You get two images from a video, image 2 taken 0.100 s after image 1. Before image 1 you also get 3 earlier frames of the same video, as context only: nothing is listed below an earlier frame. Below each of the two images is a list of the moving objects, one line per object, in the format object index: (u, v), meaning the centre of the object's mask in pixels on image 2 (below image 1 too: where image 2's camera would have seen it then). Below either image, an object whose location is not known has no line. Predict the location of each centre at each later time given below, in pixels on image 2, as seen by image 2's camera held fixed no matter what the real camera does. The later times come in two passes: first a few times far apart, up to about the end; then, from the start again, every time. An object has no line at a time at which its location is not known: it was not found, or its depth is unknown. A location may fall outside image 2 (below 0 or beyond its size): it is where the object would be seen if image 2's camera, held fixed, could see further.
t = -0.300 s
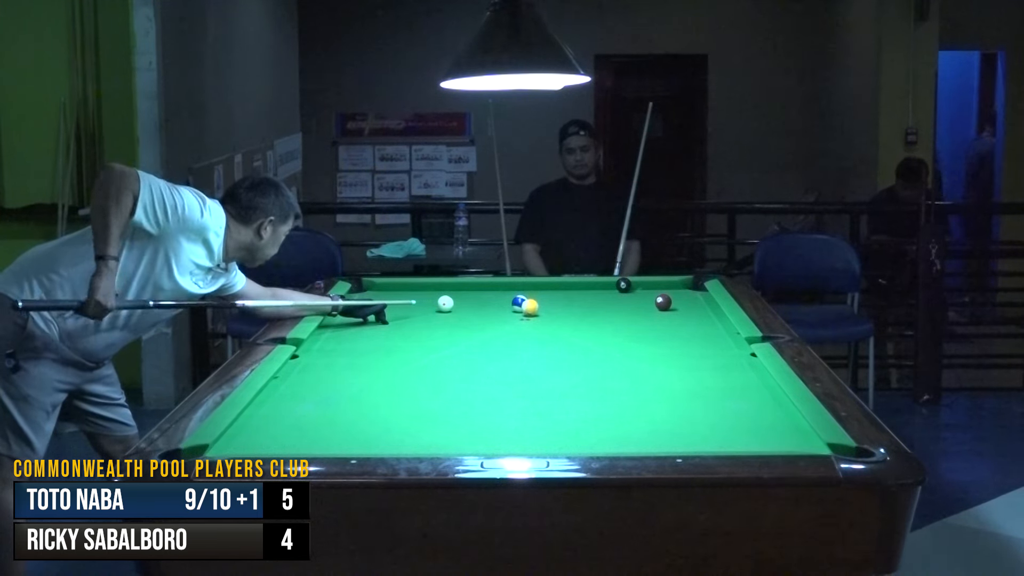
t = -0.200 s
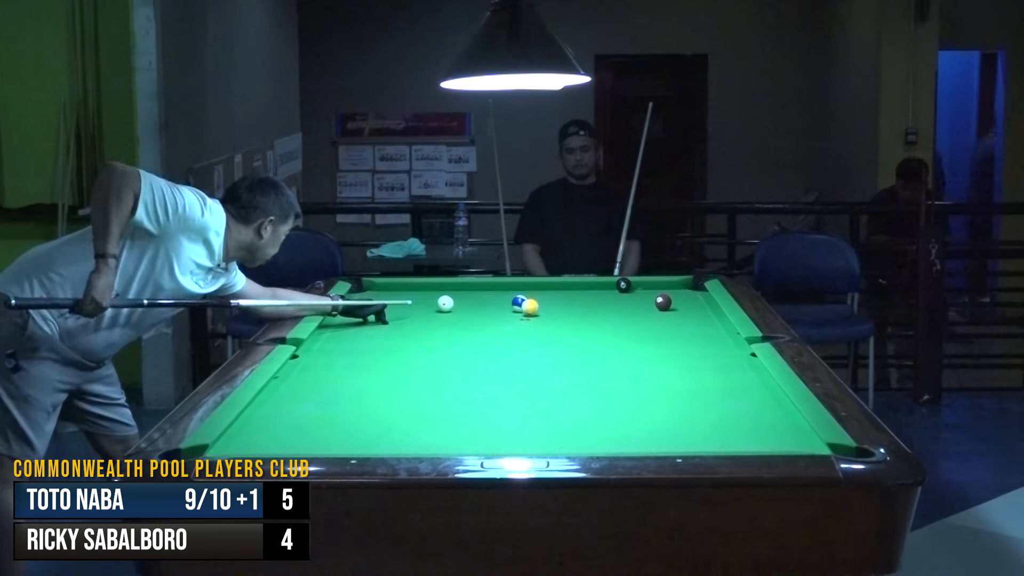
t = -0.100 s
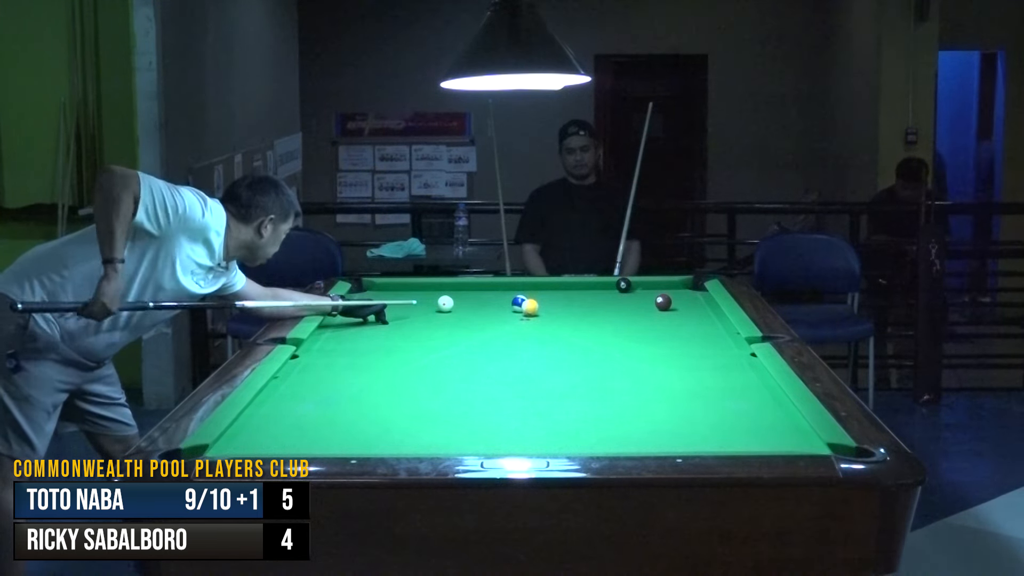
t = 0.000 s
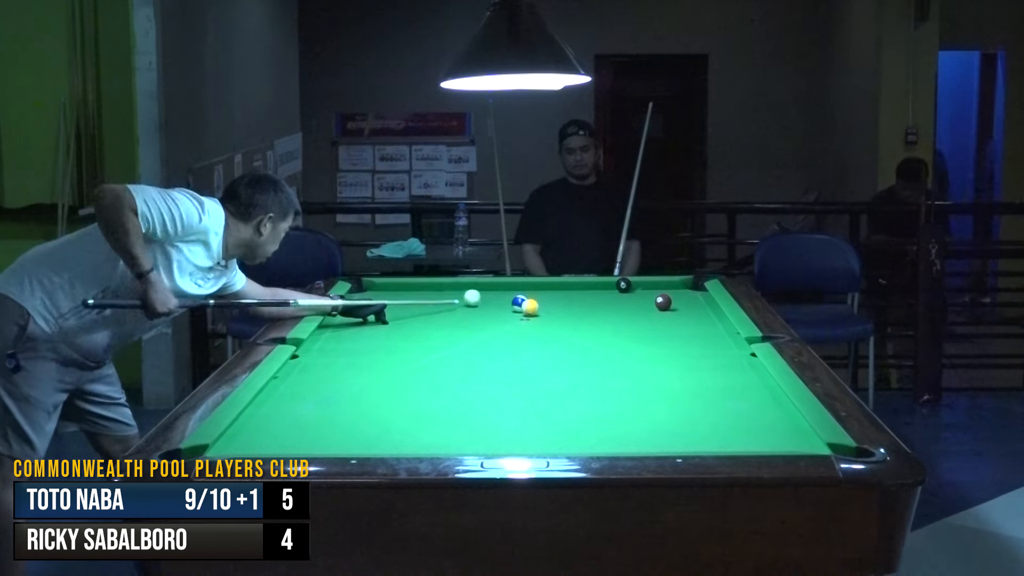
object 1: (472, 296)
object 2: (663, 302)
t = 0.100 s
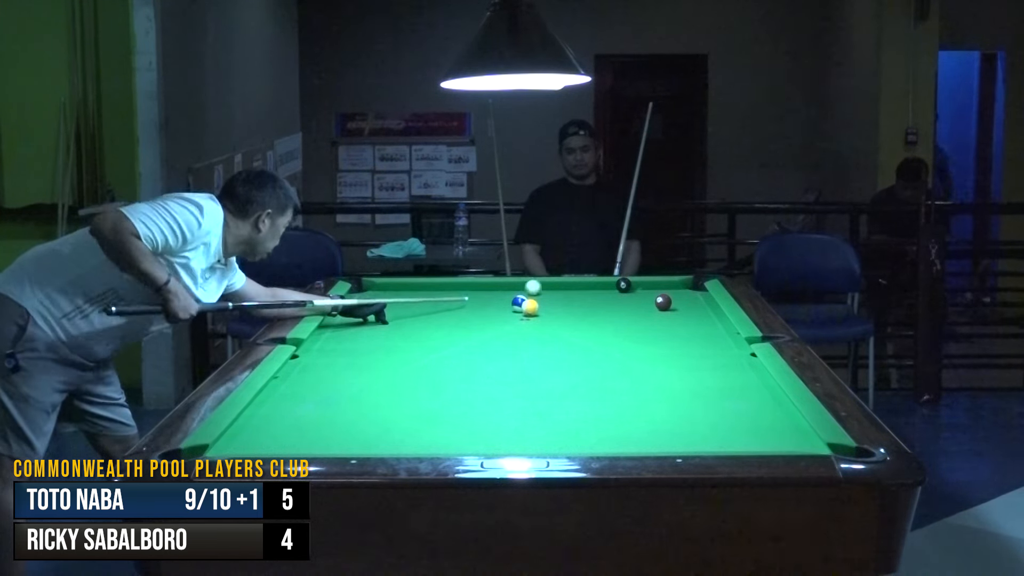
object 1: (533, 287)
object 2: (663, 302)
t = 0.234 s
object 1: (586, 289)
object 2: (663, 302)
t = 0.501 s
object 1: (682, 299)
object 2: (662, 304)
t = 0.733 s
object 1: (677, 307)
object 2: (660, 311)
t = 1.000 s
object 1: (637, 313)
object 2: (649, 321)
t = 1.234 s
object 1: (606, 319)
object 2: (637, 332)
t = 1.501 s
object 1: (568, 326)
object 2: (622, 344)
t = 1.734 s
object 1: (535, 332)
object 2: (609, 356)
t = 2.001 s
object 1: (496, 339)
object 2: (592, 370)
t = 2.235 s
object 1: (461, 345)
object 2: (577, 384)
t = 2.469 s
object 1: (426, 351)
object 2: (560, 398)
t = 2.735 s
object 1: (385, 357)
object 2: (540, 415)
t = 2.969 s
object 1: (350, 364)
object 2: (520, 431)
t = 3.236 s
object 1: (309, 371)
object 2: (496, 445)
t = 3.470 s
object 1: (289, 376)
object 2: (483, 444)
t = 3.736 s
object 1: (302, 379)
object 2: (473, 435)
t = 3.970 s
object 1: (312, 382)
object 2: (465, 425)
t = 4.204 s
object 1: (322, 384)
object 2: (457, 416)
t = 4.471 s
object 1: (332, 386)
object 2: (449, 407)
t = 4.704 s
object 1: (340, 388)
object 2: (443, 400)
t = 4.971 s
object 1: (348, 390)
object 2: (435, 392)
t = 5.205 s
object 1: (354, 391)
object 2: (430, 386)
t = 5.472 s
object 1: (359, 392)
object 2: (423, 380)
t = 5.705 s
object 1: (362, 393)
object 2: (418, 376)
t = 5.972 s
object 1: (363, 394)
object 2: (412, 371)
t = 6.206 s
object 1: (363, 394)
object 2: (407, 367)
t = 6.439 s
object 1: (364, 394)
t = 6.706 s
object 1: (363, 394)
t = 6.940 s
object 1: (364, 394)
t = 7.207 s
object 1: (364, 394)
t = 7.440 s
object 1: (364, 394)
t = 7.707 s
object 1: (364, 394)
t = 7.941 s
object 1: (364, 394)
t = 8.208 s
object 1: (364, 394)
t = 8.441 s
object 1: (364, 394)
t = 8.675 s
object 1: (364, 394)
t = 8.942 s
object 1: (364, 394)
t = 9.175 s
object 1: (364, 394)
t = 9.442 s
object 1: (364, 394)
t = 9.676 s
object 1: (364, 394)
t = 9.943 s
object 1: (364, 394)
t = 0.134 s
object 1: (551, 284)
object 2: (663, 302)
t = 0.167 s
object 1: (563, 285)
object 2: (663, 302)
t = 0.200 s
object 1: (574, 287)
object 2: (663, 302)
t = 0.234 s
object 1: (586, 289)
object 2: (663, 302)
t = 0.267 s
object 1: (597, 290)
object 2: (663, 302)
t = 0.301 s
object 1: (609, 292)
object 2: (663, 302)
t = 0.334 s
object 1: (621, 294)
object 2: (663, 302)
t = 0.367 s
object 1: (633, 295)
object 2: (663, 302)
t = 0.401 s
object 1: (645, 296)
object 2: (663, 302)
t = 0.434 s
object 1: (654, 296)
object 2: (663, 302)
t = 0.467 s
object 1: (672, 297)
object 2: (663, 303)
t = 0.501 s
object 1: (682, 299)
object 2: (662, 304)
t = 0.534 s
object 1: (695, 300)
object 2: (662, 305)
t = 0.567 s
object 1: (708, 301)
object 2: (662, 306)
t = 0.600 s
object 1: (701, 302)
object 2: (661, 307)
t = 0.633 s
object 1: (695, 303)
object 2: (661, 308)
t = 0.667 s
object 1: (689, 305)
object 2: (661, 309)
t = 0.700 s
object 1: (683, 306)
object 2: (660, 310)
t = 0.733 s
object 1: (677, 307)
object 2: (660, 311)
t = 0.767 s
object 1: (673, 308)
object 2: (659, 311)
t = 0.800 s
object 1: (668, 307)
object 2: (659, 313)
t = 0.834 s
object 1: (664, 307)
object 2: (657, 314)
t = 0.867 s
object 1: (658, 306)
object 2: (655, 316)
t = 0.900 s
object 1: (651, 307)
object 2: (654, 317)
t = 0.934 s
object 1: (646, 309)
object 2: (652, 318)
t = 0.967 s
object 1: (641, 311)
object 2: (651, 320)
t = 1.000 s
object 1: (637, 313)
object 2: (649, 321)
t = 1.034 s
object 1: (633, 314)
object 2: (647, 323)
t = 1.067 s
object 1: (629, 315)
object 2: (646, 324)
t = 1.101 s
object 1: (625, 316)
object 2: (644, 326)
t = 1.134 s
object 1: (620, 317)
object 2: (642, 327)
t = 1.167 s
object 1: (616, 318)
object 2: (640, 328)
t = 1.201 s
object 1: (611, 319)
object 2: (639, 330)
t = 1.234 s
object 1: (606, 319)
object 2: (637, 332)
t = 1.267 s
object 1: (602, 320)
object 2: (635, 333)
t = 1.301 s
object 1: (597, 321)
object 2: (633, 335)
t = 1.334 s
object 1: (592, 322)
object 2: (631, 336)
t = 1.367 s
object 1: (587, 323)
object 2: (630, 338)
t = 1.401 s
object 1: (583, 324)
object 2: (628, 339)
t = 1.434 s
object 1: (578, 325)
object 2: (626, 341)
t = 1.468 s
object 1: (573, 325)
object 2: (624, 343)
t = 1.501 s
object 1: (568, 326)
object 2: (622, 344)
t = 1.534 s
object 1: (563, 327)
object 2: (620, 346)
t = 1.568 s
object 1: (559, 328)
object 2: (618, 347)
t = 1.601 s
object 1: (554, 329)
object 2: (617, 349)
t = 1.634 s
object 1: (549, 330)
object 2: (615, 351)
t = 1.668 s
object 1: (544, 331)
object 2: (613, 352)
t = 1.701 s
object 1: (540, 332)
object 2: (611, 354)
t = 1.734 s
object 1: (535, 332)
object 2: (609, 356)
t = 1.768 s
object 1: (530, 333)
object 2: (607, 358)
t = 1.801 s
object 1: (525, 334)
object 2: (605, 359)
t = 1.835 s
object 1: (520, 335)
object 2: (603, 361)
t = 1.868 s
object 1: (516, 336)
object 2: (601, 363)
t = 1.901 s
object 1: (511, 336)
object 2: (598, 365)
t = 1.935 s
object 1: (506, 337)
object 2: (596, 367)
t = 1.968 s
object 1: (501, 338)
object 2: (594, 368)
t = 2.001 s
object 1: (496, 339)
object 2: (592, 370)
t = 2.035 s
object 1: (491, 340)
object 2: (590, 372)
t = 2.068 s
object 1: (486, 340)
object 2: (588, 374)
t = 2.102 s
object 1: (481, 341)
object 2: (586, 376)
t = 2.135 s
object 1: (476, 342)
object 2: (583, 378)
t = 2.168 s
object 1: (471, 343)
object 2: (581, 380)
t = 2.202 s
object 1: (466, 344)
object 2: (579, 382)
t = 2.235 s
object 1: (461, 345)
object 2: (577, 384)
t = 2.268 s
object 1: (456, 345)
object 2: (574, 386)
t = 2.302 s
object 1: (451, 346)
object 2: (572, 388)
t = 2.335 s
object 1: (446, 347)
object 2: (570, 390)
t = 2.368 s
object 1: (441, 348)
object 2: (567, 392)
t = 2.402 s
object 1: (436, 349)
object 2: (565, 394)
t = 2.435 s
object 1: (431, 350)
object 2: (562, 396)
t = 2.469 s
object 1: (426, 351)
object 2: (560, 398)
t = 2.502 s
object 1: (421, 351)
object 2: (558, 400)
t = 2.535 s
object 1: (416, 352)
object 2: (555, 402)
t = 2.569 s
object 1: (411, 353)
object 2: (553, 404)
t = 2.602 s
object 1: (406, 354)
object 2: (550, 407)
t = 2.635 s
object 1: (400, 355)
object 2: (548, 409)
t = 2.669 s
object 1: (395, 356)
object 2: (545, 411)
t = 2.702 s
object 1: (390, 357)
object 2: (542, 413)
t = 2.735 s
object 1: (385, 357)
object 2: (540, 415)
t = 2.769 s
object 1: (380, 358)
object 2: (537, 417)
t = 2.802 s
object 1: (375, 359)
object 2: (534, 420)
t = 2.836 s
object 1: (370, 360)
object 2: (532, 422)
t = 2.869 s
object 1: (365, 361)
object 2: (529, 424)
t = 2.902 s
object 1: (360, 362)
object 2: (526, 426)
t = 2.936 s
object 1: (355, 363)
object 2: (523, 429)
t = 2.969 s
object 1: (350, 364)
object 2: (520, 431)
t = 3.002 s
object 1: (345, 364)
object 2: (517, 433)
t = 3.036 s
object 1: (340, 365)
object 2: (514, 436)
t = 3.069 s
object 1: (335, 366)
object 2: (512, 438)
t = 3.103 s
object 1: (329, 367)
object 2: (508, 440)
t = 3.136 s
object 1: (324, 368)
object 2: (506, 441)
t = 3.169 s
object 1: (319, 369)
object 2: (502, 443)
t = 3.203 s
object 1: (314, 370)
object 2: (499, 444)
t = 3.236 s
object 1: (309, 371)
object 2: (496, 445)
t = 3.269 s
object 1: (304, 371)
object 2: (493, 446)
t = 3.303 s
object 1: (299, 372)
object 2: (490, 447)
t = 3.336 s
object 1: (294, 373)
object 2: (488, 447)
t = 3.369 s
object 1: (289, 374)
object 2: (487, 446)
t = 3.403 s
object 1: (285, 375)
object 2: (485, 445)
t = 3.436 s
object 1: (287, 376)
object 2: (484, 445)
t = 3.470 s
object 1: (289, 376)
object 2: (483, 444)
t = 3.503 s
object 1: (290, 376)
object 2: (481, 443)
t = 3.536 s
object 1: (292, 377)
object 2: (480, 442)
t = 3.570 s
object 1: (293, 377)
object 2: (479, 441)
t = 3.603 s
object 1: (295, 377)
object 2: (478, 440)
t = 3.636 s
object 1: (297, 378)
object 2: (477, 439)
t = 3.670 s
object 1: (299, 378)
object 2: (475, 438)
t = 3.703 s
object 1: (300, 379)
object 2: (474, 436)
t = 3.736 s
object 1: (302, 379)
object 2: (473, 435)
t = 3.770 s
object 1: (303, 380)
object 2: (472, 433)
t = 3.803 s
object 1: (305, 380)
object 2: (471, 432)
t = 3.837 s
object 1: (306, 380)
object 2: (469, 430)
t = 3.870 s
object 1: (308, 381)
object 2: (468, 429)
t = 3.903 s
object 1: (309, 381)
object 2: (467, 428)
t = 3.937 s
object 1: (311, 381)
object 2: (466, 426)
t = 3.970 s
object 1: (312, 382)
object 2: (465, 425)
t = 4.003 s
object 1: (314, 382)
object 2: (464, 423)
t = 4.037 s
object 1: (315, 383)
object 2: (463, 422)
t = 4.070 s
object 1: (317, 383)
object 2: (462, 421)
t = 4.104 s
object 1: (318, 383)
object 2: (461, 420)
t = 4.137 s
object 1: (319, 383)
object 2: (459, 418)
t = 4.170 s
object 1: (321, 384)
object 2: (458, 417)
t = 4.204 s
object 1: (322, 384)
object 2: (457, 416)
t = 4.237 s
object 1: (323, 384)
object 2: (456, 415)
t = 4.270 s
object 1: (325, 385)
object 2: (455, 413)
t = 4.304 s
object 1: (326, 385)
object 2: (454, 412)
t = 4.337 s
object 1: (327, 385)
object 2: (453, 411)
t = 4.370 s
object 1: (328, 386)
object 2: (452, 410)
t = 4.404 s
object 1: (330, 386)
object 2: (451, 409)
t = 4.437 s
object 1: (331, 386)
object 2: (450, 408)
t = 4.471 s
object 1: (332, 386)
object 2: (449, 407)
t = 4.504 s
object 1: (333, 386)
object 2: (448, 406)
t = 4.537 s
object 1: (334, 387)
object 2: (447, 405)
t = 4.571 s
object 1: (336, 387)
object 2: (446, 404)
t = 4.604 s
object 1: (337, 387)
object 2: (445, 403)
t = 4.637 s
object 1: (338, 387)
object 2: (444, 401)
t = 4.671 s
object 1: (339, 388)
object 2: (443, 400)
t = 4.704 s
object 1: (340, 388)
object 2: (443, 400)
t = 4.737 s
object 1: (341, 388)
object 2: (441, 399)
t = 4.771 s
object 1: (342, 389)
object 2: (441, 398)
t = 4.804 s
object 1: (343, 389)
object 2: (440, 397)
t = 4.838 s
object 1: (344, 389)
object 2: (439, 396)
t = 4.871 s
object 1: (345, 389)
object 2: (438, 395)
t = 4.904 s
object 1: (346, 389)
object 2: (437, 394)
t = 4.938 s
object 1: (347, 389)
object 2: (436, 393)
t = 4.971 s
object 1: (348, 390)
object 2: (435, 392)
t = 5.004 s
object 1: (348, 390)
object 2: (435, 391)
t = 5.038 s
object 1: (349, 390)
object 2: (434, 391)
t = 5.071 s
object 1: (350, 390)
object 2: (433, 390)
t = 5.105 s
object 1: (351, 391)
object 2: (432, 389)
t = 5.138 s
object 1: (352, 391)
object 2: (431, 388)
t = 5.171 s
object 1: (353, 391)
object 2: (430, 387)
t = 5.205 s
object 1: (354, 391)
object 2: (430, 386)
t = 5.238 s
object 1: (354, 391)
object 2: (429, 386)
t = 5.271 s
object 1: (355, 391)
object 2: (428, 385)
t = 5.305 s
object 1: (356, 391)
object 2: (427, 384)
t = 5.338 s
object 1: (356, 391)
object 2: (426, 383)
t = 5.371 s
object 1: (357, 391)
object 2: (425, 382)
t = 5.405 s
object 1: (358, 392)
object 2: (425, 382)
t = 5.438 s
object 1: (358, 392)
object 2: (424, 381)
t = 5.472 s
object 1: (359, 392)
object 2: (423, 380)
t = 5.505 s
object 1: (359, 392)
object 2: (422, 380)
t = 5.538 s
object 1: (360, 392)
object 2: (422, 379)
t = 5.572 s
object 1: (360, 392)
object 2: (421, 378)
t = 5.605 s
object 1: (361, 393)
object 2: (420, 378)
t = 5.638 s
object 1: (361, 393)
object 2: (419, 377)
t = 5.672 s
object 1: (361, 393)
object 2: (418, 376)
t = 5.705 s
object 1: (362, 393)
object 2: (418, 376)
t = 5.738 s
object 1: (362, 393)
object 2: (417, 375)
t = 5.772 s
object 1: (362, 393)
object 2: (416, 374)
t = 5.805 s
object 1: (363, 393)
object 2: (415, 374)
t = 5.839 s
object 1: (363, 393)
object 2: (415, 373)
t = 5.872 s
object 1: (363, 393)
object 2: (414, 373)
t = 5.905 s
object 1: (363, 393)
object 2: (413, 372)
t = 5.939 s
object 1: (363, 394)
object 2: (412, 371)
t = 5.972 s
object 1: (363, 394)
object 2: (412, 371)
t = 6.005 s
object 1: (363, 393)
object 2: (411, 370)
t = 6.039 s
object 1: (363, 394)
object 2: (410, 370)
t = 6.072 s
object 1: (363, 394)
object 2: (410, 369)
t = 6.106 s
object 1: (363, 394)
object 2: (409, 369)
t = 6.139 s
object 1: (363, 394)
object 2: (408, 368)
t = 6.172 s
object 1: (363, 394)
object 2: (408, 368)
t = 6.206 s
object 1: (363, 394)
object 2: (407, 367)
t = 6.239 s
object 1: (363, 393)
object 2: (406, 367)
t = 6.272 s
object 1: (364, 394)
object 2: (406, 366)
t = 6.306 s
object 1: (364, 394)
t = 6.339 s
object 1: (363, 394)
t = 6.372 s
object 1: (364, 394)
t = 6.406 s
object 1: (364, 394)
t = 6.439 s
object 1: (364, 394)
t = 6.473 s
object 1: (363, 394)
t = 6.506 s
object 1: (363, 394)
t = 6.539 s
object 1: (364, 394)
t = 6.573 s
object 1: (363, 394)
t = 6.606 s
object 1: (363, 394)
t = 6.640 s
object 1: (364, 394)
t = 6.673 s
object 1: (363, 394)
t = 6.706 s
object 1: (363, 394)
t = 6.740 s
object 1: (364, 394)
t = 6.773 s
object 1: (363, 394)
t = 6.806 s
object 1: (363, 394)
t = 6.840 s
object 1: (363, 394)
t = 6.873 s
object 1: (363, 394)
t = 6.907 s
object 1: (363, 394)
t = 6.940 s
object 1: (364, 394)
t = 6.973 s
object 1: (363, 394)
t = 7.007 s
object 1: (363, 394)
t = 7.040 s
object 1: (363, 394)
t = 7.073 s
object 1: (363, 394)
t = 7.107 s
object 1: (363, 394)
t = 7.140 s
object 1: (363, 394)
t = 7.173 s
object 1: (364, 394)
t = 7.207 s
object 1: (364, 394)
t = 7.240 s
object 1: (364, 394)
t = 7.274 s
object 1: (364, 394)
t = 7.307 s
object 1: (364, 394)
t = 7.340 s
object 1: (364, 394)
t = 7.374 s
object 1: (364, 394)
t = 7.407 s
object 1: (364, 394)
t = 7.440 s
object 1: (364, 394)
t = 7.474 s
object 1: (364, 394)
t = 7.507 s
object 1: (364, 394)
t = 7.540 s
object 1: (364, 394)
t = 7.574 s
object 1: (364, 394)
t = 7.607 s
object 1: (364, 394)
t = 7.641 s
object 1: (364, 394)
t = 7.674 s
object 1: (364, 394)
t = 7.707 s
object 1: (364, 394)
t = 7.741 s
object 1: (364, 394)
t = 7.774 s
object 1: (364, 394)
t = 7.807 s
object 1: (364, 394)
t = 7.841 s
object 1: (364, 394)
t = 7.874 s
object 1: (364, 394)
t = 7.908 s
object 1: (364, 394)
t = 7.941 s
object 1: (364, 394)
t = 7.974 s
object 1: (364, 394)
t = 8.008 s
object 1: (364, 394)
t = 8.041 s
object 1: (364, 394)
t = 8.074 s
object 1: (364, 394)
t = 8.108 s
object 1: (364, 394)
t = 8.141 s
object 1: (364, 394)
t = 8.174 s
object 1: (364, 394)
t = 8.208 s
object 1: (364, 394)
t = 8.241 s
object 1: (364, 394)
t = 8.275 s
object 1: (364, 394)
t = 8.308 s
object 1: (364, 394)
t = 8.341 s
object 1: (364, 394)
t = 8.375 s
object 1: (364, 394)
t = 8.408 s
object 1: (364, 394)
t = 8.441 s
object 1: (364, 394)
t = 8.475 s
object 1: (364, 394)
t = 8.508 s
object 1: (364, 394)
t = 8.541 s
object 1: (364, 394)
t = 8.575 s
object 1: (364, 394)
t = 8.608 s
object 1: (364, 394)
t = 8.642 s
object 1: (364, 394)
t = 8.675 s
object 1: (364, 394)
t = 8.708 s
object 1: (364, 394)
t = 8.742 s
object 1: (364, 394)
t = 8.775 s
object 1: (364, 394)
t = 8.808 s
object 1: (364, 394)
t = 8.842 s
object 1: (364, 394)
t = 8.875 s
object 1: (364, 394)
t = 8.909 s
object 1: (364, 394)
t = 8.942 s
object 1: (364, 394)
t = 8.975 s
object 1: (364, 394)
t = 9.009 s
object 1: (364, 394)
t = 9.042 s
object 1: (364, 394)
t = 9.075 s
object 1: (364, 394)
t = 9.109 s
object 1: (364, 394)
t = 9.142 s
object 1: (364, 394)
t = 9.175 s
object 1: (364, 394)
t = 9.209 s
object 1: (364, 394)
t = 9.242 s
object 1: (364, 394)
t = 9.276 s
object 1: (364, 394)
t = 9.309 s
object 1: (364, 394)
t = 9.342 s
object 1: (364, 394)
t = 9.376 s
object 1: (364, 394)
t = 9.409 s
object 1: (364, 394)
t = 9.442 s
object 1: (364, 394)
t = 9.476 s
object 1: (364, 394)
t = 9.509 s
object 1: (364, 394)
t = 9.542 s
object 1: (364, 394)
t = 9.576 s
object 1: (364, 394)
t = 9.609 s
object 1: (364, 394)
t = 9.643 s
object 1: (364, 394)
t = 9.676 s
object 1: (364, 394)
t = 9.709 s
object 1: (364, 394)
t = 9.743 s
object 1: (364, 394)
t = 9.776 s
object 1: (364, 394)
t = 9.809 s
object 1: (364, 394)
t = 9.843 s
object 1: (364, 394)
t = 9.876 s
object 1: (364, 394)
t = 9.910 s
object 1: (364, 394)
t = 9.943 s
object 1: (364, 394)
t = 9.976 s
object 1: (364, 394)
